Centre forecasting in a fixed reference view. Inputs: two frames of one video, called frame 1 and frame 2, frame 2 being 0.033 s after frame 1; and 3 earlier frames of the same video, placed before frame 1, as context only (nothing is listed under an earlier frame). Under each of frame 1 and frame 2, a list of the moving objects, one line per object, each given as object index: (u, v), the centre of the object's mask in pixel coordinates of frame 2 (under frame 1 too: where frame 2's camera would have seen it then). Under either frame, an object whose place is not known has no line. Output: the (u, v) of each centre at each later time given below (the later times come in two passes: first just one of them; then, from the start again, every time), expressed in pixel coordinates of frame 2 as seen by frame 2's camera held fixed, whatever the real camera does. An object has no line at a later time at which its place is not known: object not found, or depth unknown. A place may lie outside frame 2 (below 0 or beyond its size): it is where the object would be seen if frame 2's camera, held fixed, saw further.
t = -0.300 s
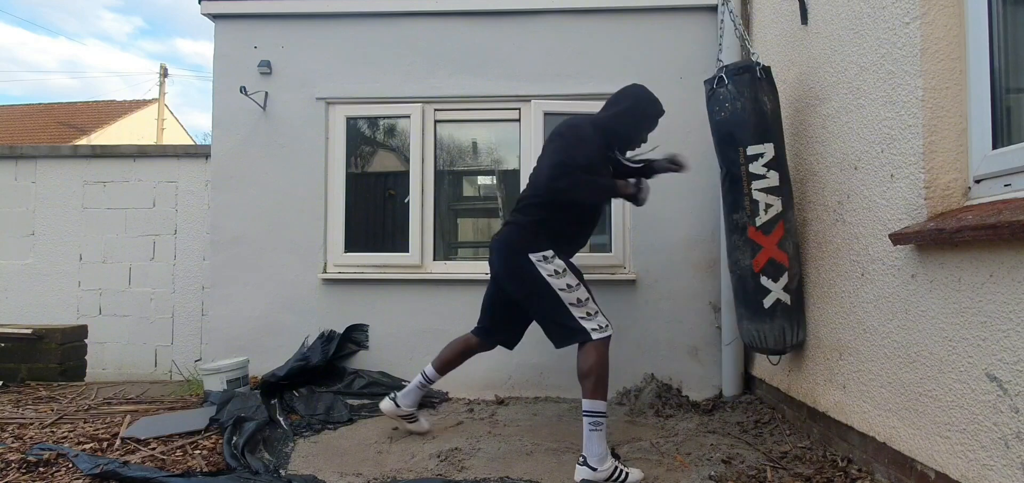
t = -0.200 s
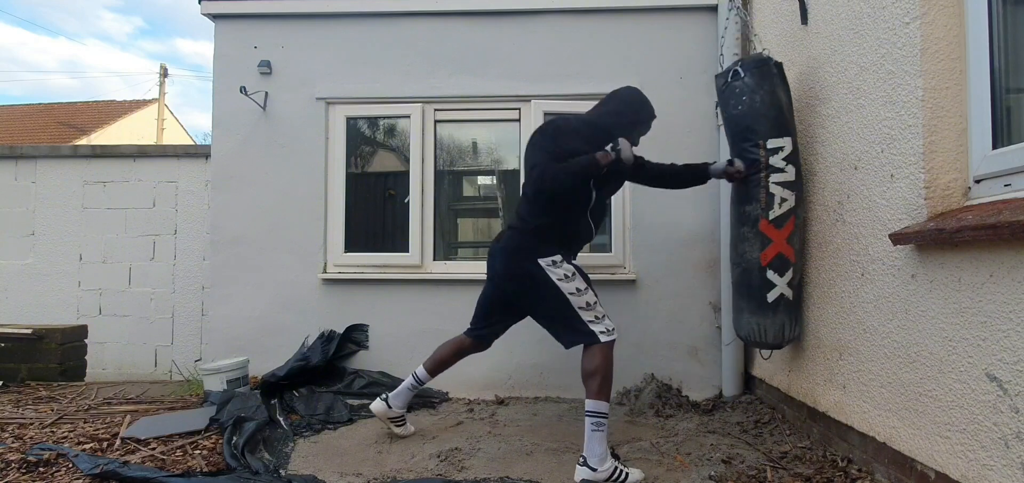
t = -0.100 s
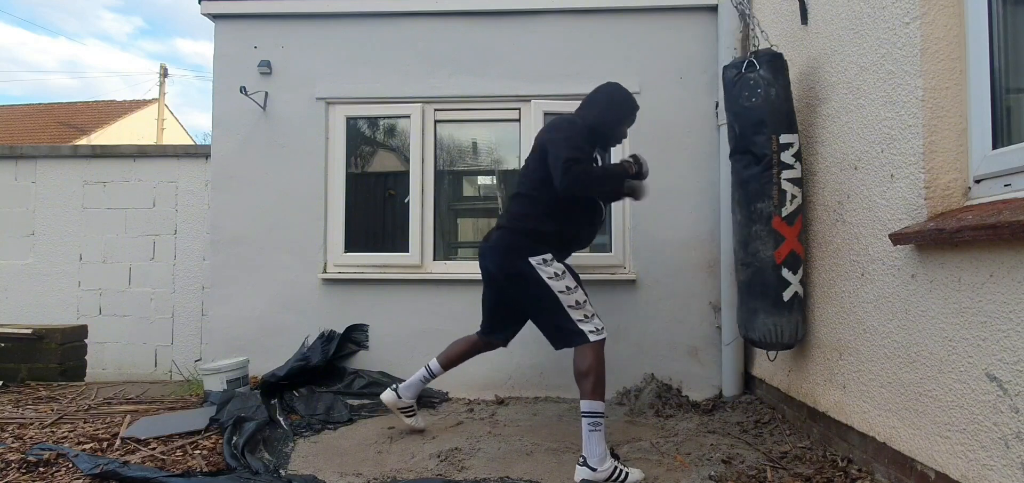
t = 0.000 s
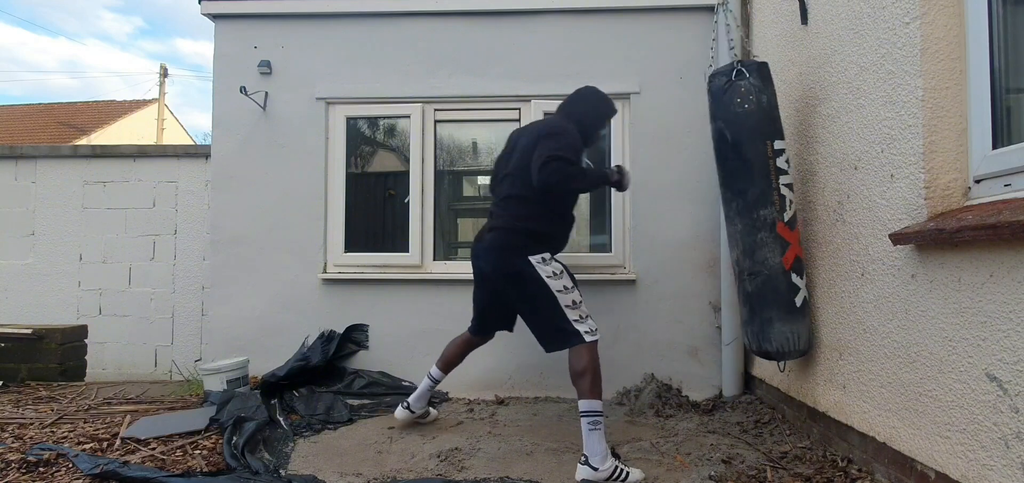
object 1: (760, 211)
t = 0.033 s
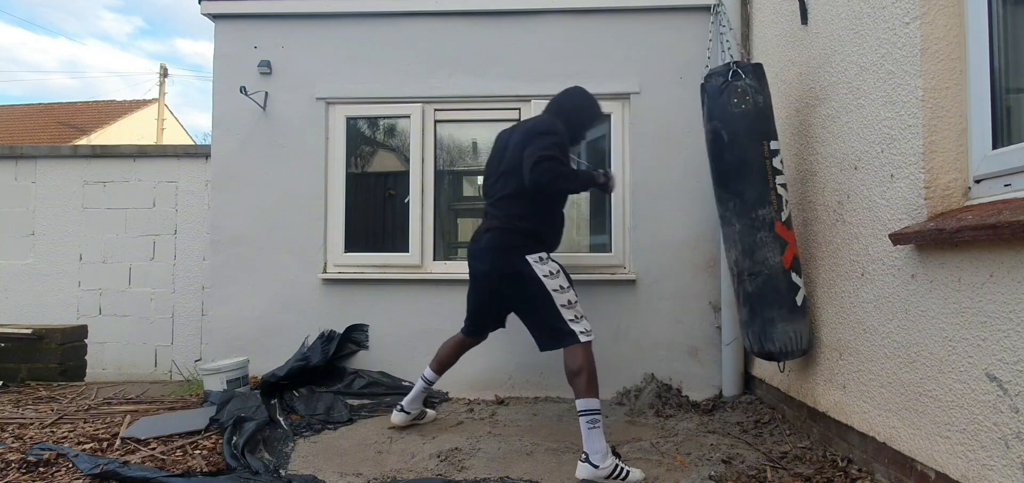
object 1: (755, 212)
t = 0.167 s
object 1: (739, 213)
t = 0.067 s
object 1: (751, 210)
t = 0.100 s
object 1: (746, 210)
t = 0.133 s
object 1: (742, 211)
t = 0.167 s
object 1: (739, 213)
